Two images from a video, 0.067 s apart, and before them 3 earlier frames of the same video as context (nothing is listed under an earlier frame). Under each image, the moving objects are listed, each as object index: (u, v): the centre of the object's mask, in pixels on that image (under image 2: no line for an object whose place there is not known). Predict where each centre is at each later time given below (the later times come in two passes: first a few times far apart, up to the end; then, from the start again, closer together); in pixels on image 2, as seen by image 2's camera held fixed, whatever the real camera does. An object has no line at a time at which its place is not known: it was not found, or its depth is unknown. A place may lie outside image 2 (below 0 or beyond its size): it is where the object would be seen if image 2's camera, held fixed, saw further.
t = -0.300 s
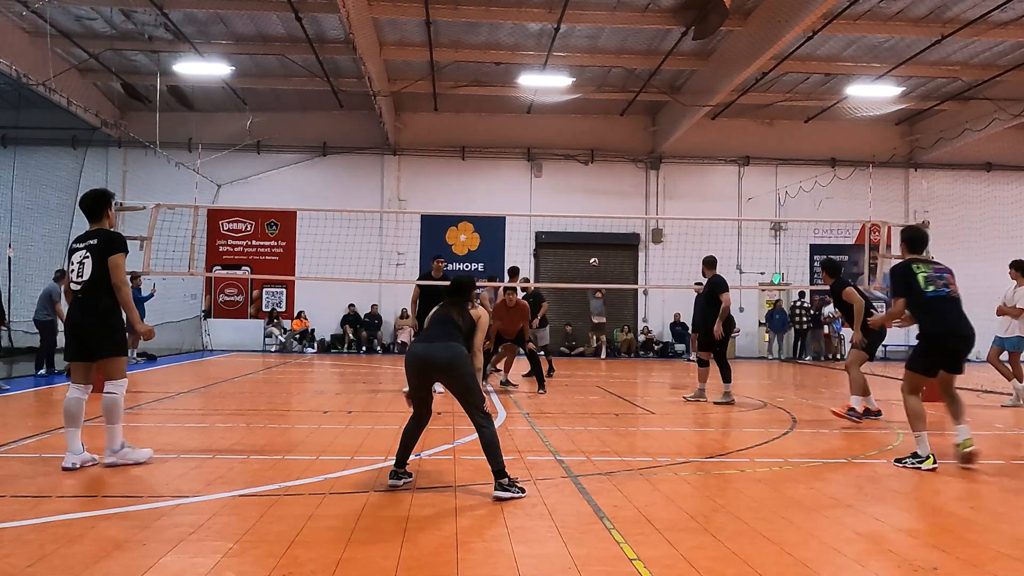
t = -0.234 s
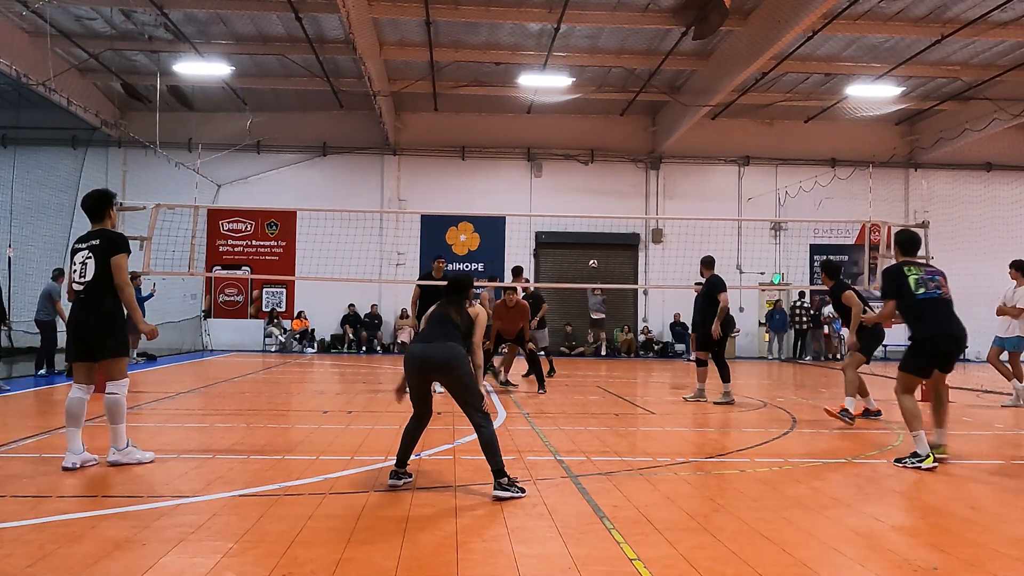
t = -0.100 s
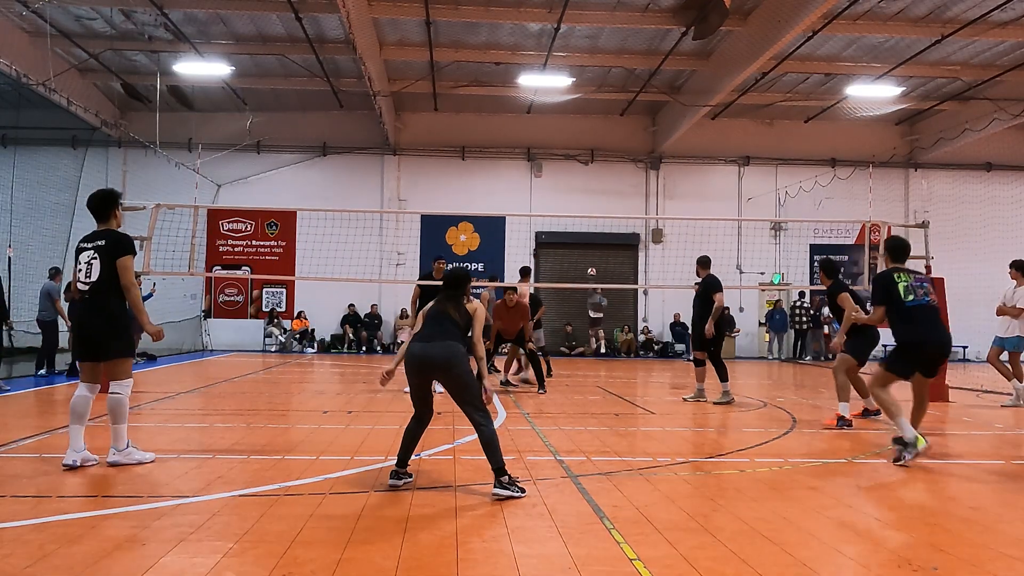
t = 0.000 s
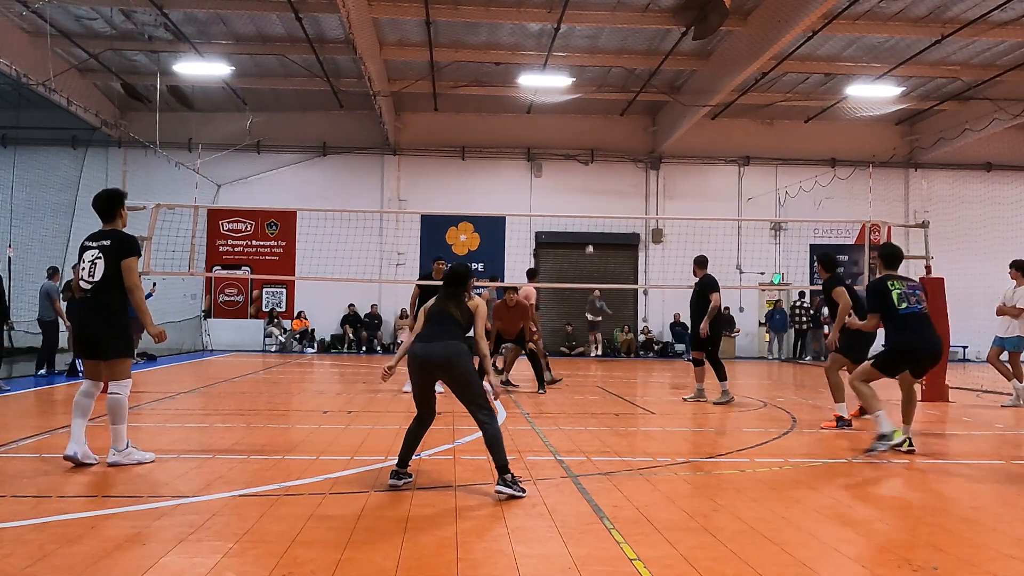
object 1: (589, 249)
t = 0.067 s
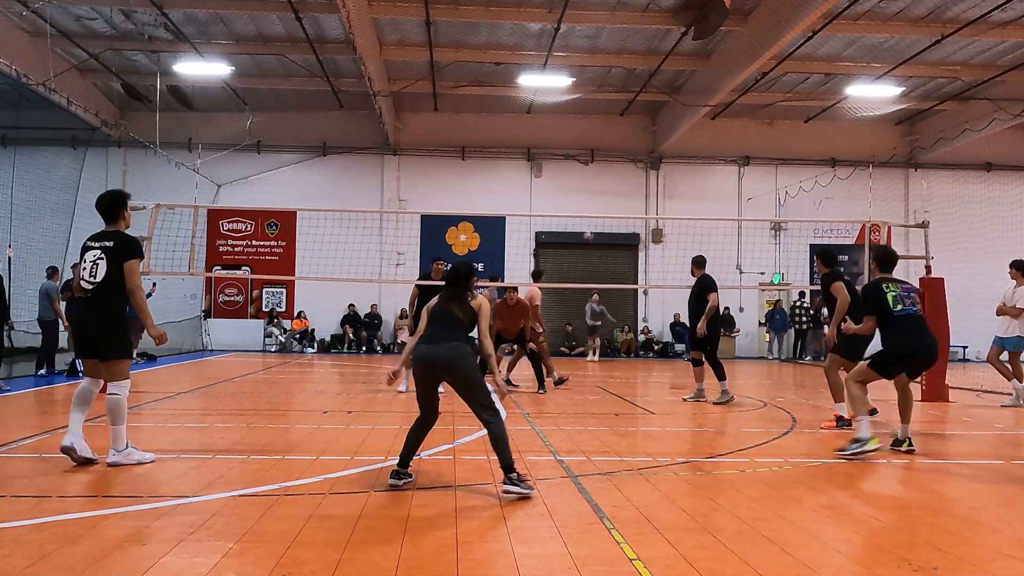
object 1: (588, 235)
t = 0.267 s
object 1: (580, 193)
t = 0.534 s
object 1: (561, 151)
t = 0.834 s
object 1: (538, 164)
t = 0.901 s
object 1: (531, 179)
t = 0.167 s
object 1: (585, 215)
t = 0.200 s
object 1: (583, 208)
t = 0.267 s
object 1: (580, 193)
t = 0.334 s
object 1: (575, 179)
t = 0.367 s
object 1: (573, 173)
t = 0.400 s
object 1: (571, 168)
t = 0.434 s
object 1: (569, 163)
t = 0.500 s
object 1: (564, 154)
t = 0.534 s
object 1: (561, 151)
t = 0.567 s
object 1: (559, 149)
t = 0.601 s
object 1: (557, 147)
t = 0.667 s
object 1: (552, 147)
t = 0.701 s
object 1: (549, 148)
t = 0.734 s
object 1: (547, 150)
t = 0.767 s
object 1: (544, 153)
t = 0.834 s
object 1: (538, 164)
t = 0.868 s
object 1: (534, 170)
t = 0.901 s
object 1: (531, 179)
